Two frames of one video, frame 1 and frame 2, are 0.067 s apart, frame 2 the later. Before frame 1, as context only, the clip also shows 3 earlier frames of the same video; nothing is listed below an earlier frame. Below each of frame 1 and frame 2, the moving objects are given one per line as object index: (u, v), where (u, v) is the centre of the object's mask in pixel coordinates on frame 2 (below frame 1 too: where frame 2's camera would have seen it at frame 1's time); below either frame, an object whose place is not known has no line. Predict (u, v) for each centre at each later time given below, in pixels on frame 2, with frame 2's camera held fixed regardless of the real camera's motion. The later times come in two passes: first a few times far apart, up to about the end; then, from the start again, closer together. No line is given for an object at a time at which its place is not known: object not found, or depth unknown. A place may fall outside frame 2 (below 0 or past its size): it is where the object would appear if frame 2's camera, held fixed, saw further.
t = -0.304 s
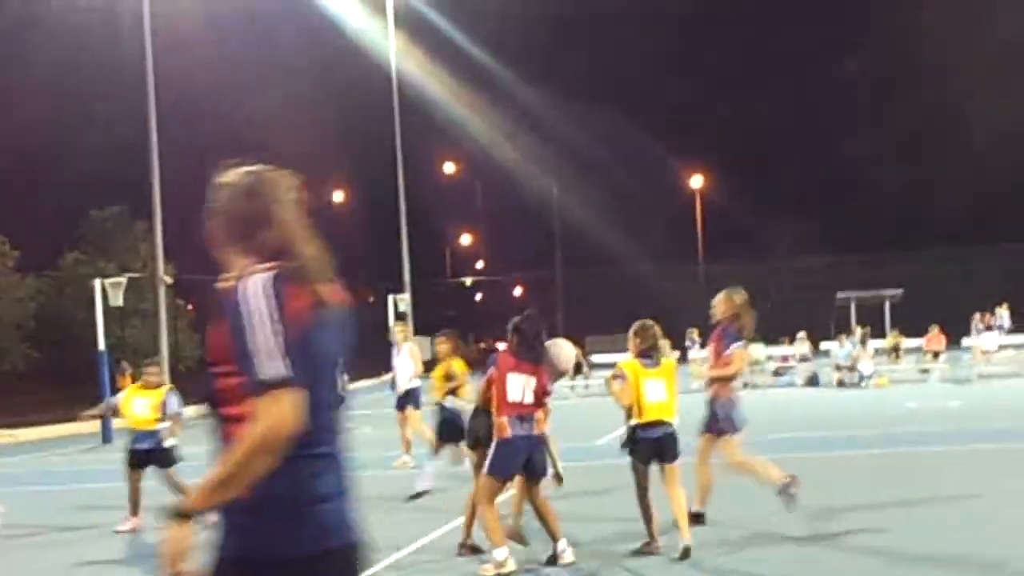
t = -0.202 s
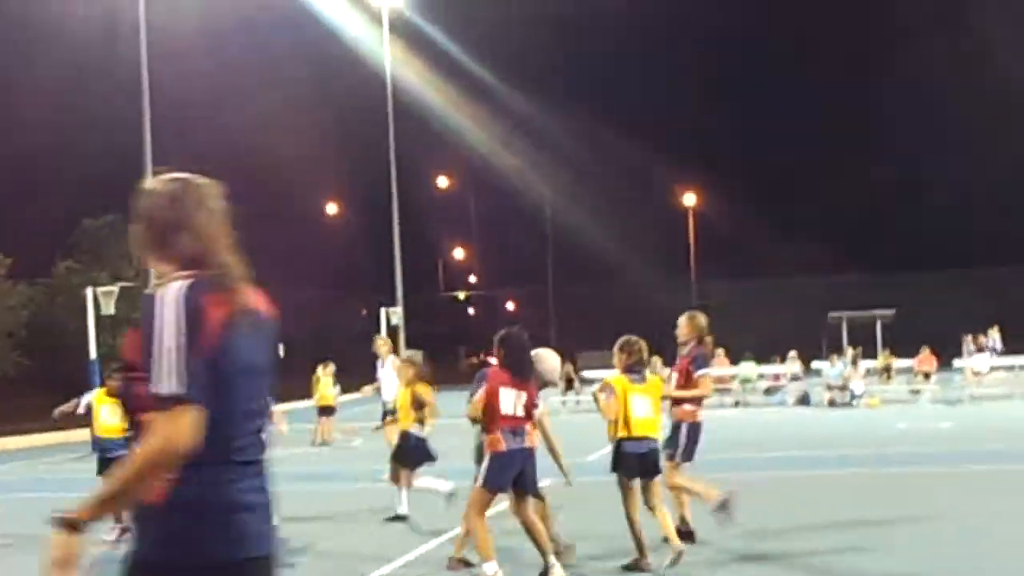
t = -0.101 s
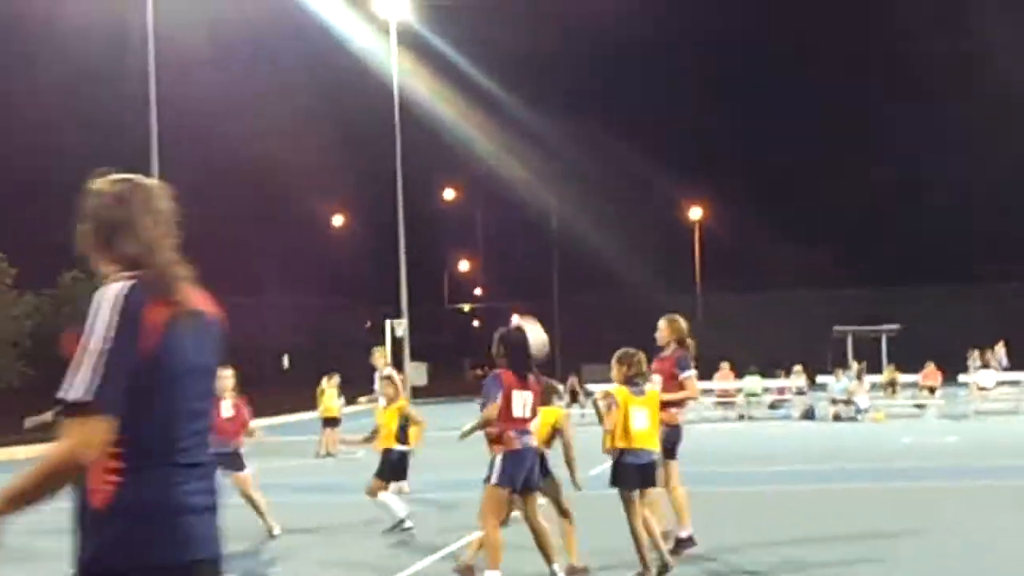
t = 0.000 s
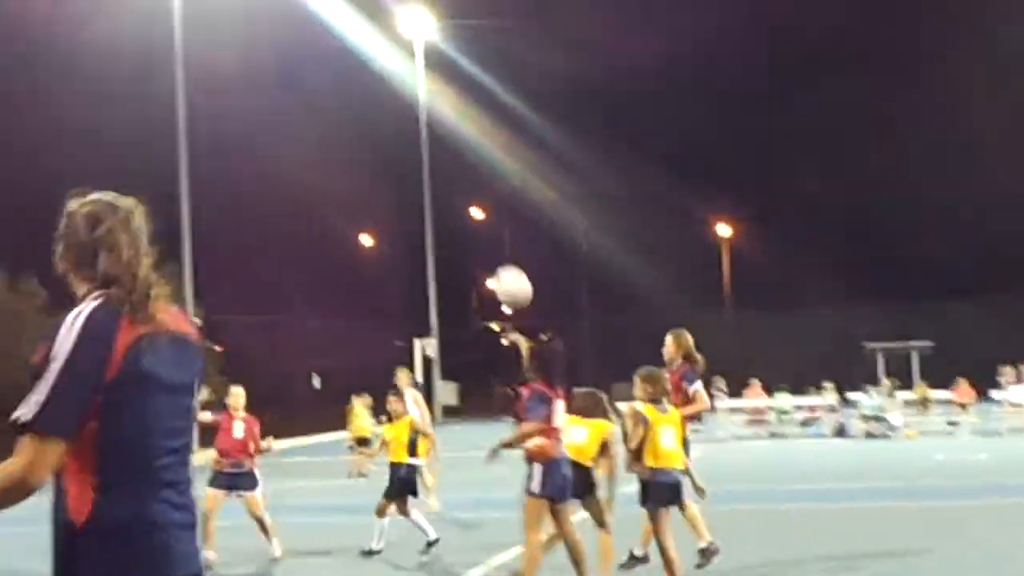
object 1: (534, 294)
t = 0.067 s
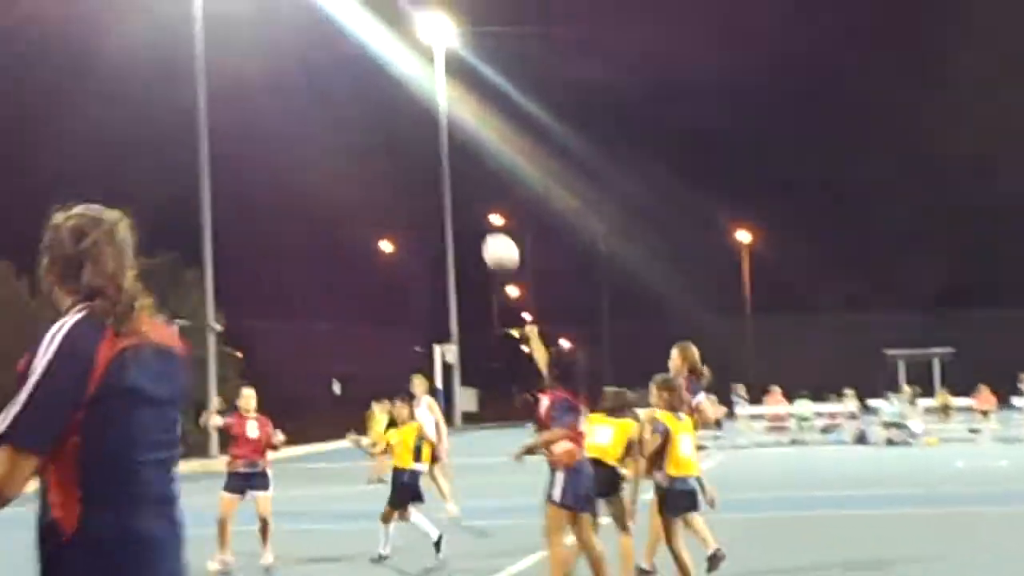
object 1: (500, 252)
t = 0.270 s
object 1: (415, 182)
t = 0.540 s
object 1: (320, 178)
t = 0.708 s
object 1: (270, 220)
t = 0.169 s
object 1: (456, 208)
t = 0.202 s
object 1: (442, 197)
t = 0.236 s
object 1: (427, 189)
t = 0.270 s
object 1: (415, 182)
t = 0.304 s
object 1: (401, 176)
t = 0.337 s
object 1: (388, 172)
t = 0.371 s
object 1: (377, 170)
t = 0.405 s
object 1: (364, 169)
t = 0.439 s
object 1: (351, 169)
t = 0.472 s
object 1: (341, 170)
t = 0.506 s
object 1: (330, 173)
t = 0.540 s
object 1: (320, 178)
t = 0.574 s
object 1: (309, 183)
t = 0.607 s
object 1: (299, 190)
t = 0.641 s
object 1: (290, 198)
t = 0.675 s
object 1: (281, 208)
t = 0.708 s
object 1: (270, 220)
